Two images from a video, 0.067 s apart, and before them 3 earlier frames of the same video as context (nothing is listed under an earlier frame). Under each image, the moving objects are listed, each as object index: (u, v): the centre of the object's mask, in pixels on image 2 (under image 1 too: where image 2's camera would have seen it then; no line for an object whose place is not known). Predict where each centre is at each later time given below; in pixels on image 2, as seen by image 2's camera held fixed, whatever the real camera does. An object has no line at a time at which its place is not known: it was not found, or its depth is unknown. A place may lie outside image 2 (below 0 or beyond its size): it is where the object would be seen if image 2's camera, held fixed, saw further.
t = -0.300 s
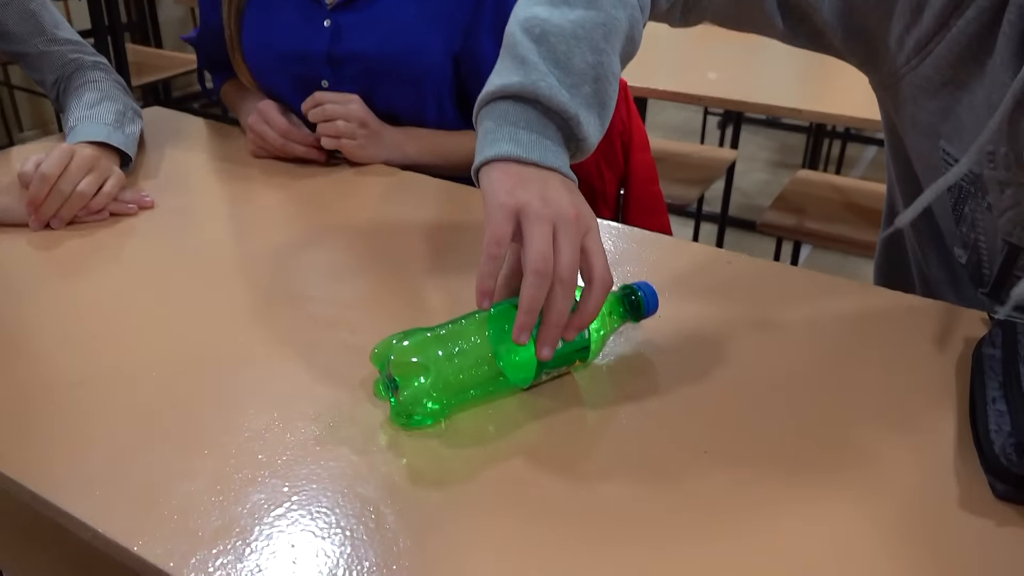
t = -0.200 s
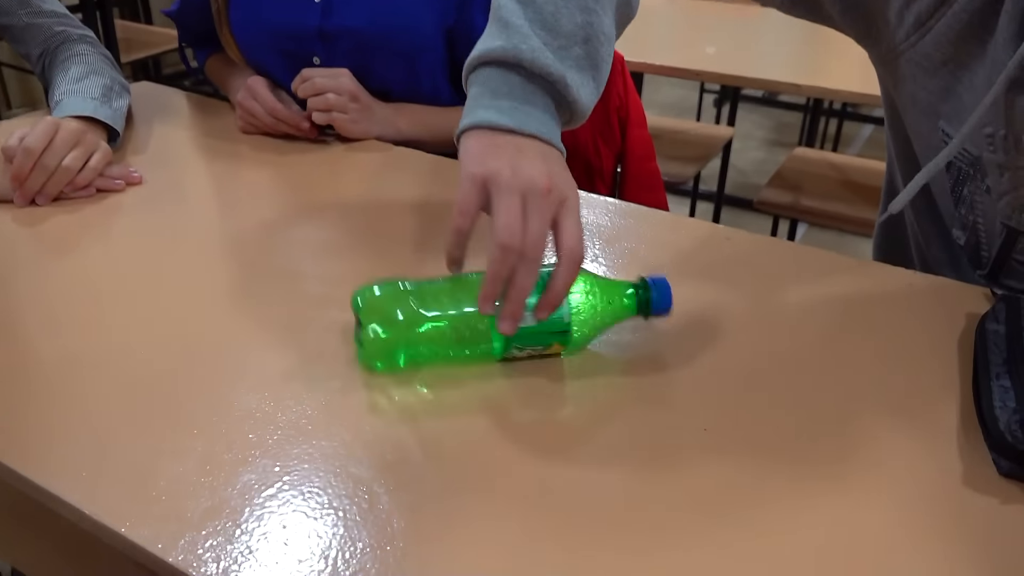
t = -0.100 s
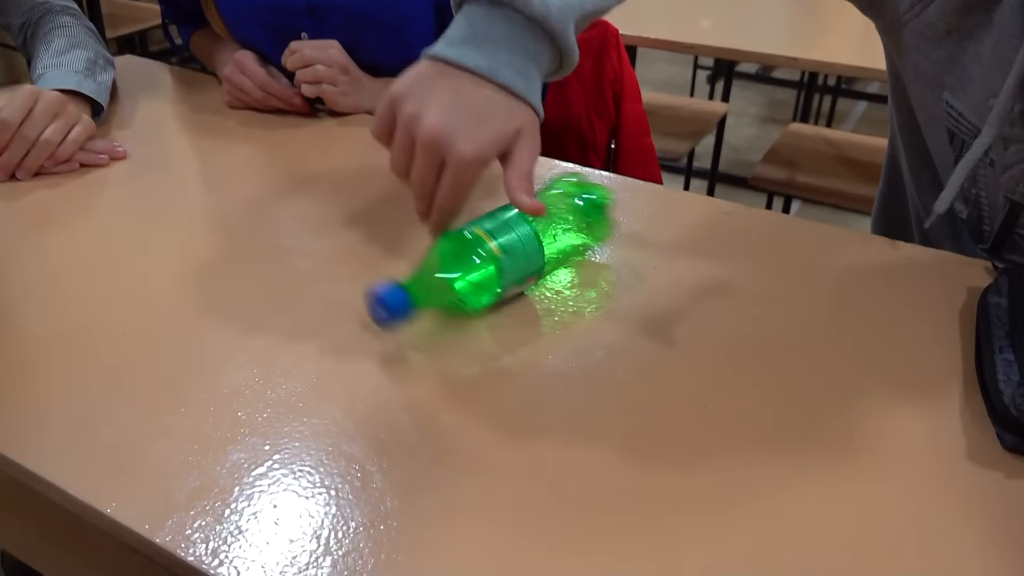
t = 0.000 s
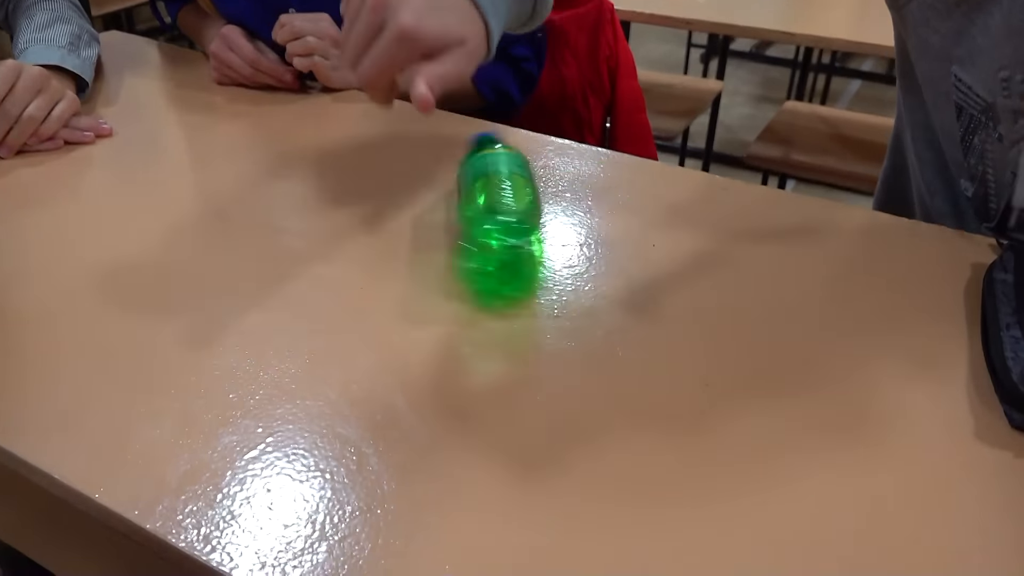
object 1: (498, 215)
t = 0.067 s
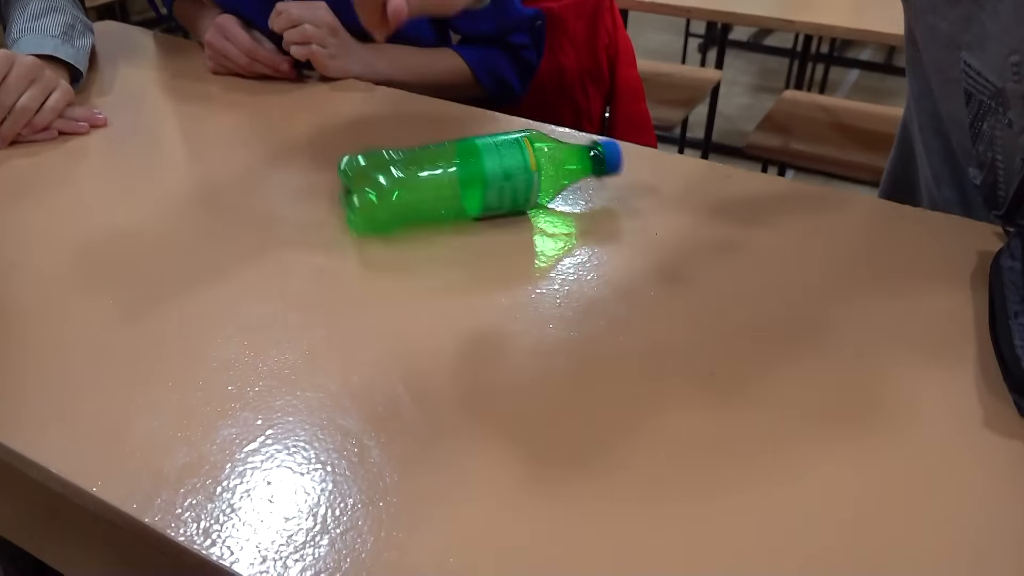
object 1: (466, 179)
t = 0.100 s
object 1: (475, 164)
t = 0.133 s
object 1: (481, 160)
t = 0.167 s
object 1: (489, 153)
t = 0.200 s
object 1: (502, 148)
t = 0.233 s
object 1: (511, 148)
